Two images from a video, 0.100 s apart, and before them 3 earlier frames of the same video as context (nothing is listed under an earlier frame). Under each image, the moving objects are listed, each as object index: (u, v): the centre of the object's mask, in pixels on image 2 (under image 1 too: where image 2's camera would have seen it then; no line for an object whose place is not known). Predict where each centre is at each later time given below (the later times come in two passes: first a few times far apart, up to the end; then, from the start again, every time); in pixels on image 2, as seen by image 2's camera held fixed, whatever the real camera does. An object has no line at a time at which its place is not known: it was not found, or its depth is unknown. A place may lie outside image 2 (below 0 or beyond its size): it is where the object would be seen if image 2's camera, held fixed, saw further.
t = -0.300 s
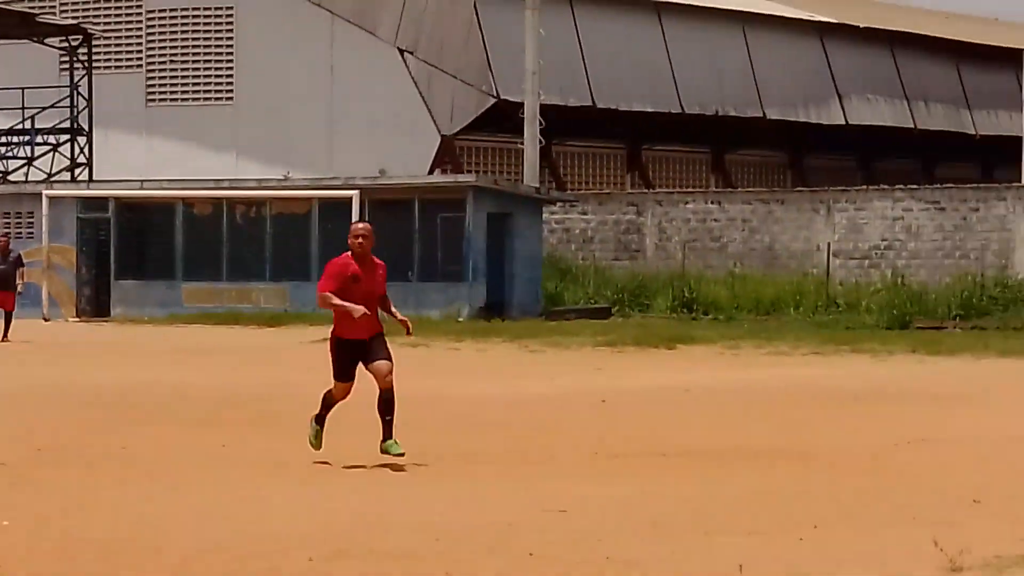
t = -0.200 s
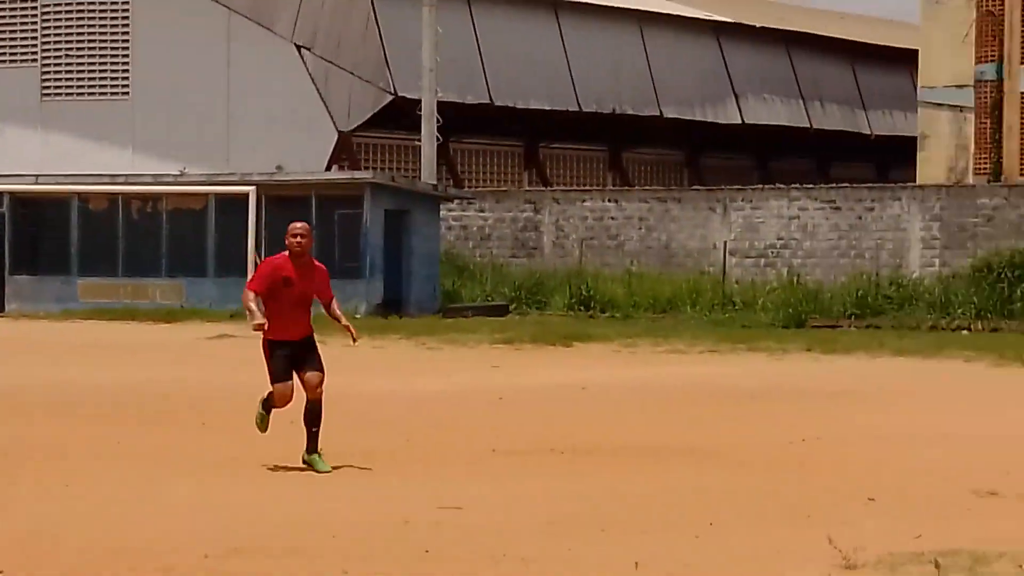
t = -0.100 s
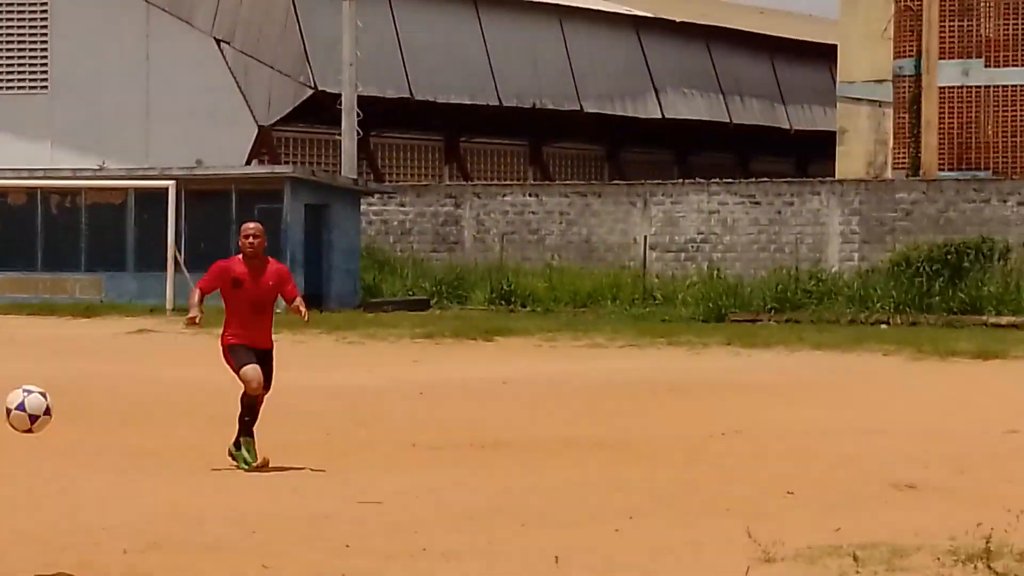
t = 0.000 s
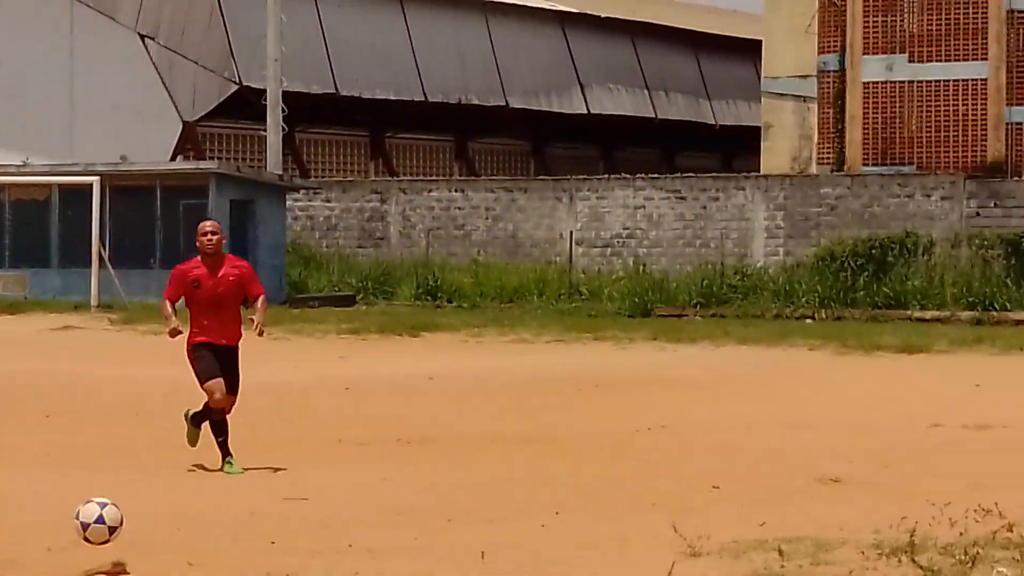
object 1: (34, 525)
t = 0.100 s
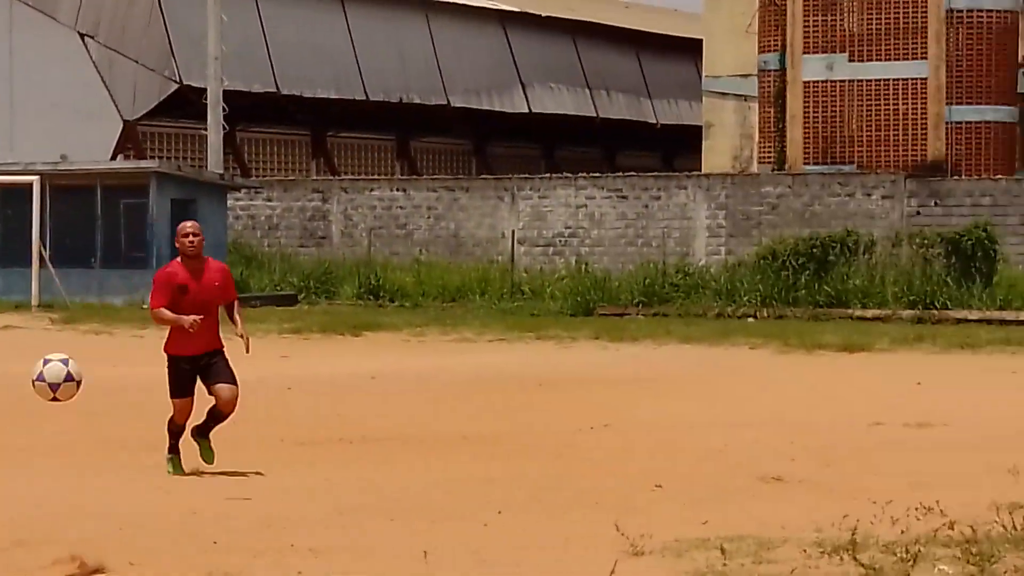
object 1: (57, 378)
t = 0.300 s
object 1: (94, 140)
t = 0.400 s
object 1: (114, 51)
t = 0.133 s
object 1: (63, 332)
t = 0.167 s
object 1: (69, 289)
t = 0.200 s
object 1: (75, 249)
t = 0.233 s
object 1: (82, 212)
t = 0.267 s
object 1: (87, 176)
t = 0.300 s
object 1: (94, 140)
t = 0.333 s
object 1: (100, 108)
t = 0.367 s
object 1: (108, 79)
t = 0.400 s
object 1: (114, 51)
